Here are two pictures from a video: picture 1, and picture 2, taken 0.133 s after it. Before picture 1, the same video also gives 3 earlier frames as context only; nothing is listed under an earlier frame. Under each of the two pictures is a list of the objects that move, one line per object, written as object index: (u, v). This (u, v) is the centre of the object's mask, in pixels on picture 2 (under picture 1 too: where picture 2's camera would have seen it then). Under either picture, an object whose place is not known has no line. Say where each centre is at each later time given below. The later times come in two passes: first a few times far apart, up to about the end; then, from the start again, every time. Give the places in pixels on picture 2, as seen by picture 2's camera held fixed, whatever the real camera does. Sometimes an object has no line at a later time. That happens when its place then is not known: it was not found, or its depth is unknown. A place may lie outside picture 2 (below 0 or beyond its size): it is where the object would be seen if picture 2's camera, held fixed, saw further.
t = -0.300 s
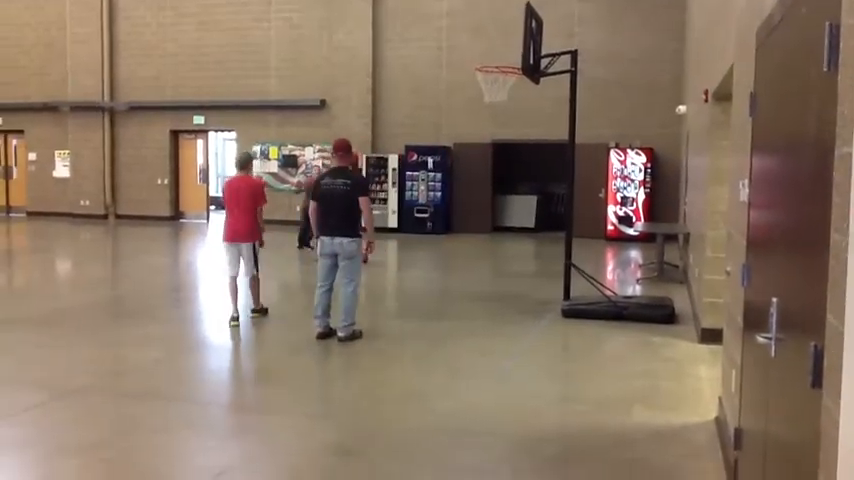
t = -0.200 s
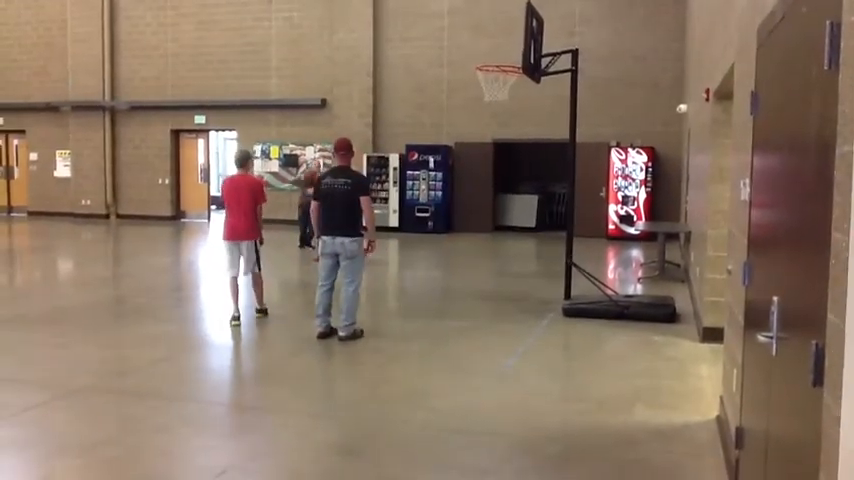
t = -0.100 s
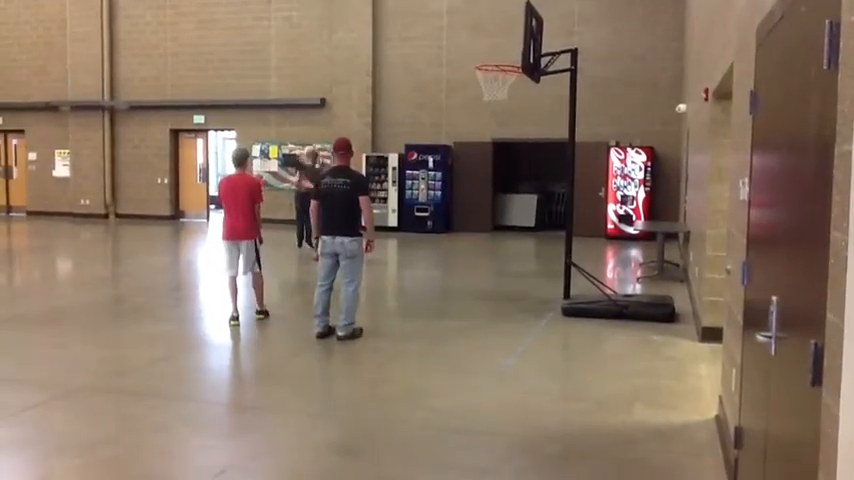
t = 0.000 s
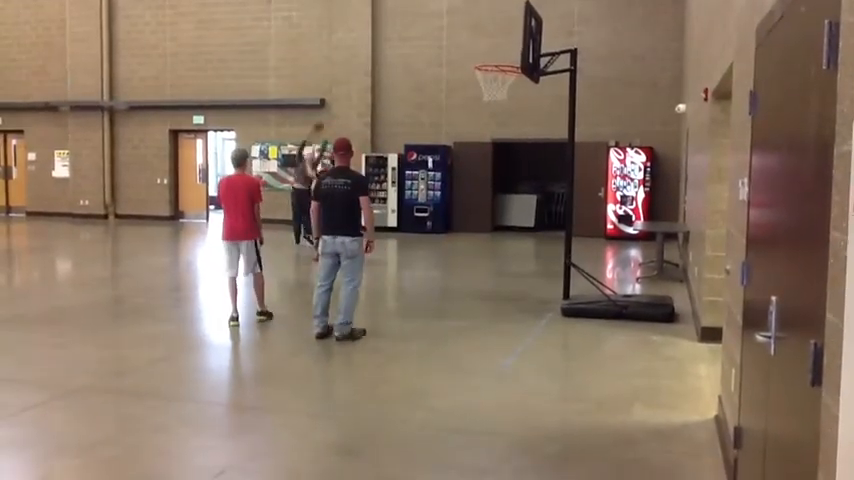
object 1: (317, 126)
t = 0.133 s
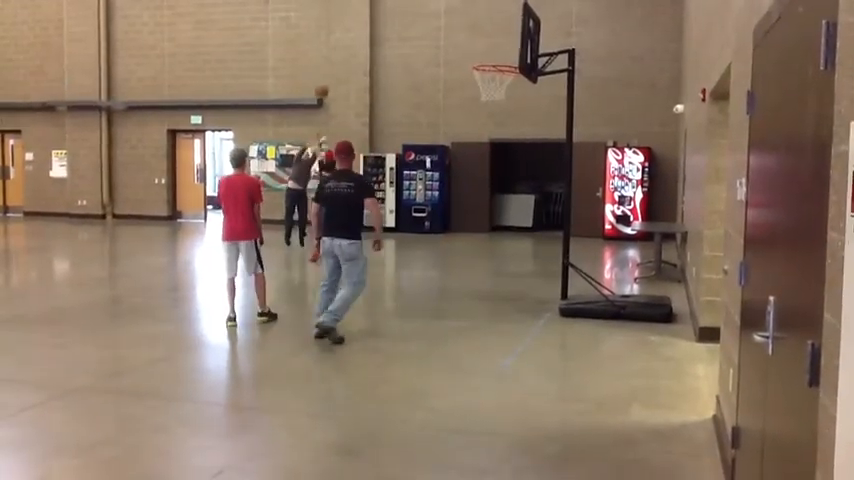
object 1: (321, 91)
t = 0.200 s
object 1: (325, 77)
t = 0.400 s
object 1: (335, 48)
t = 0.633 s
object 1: (349, 42)
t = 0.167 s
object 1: (323, 84)
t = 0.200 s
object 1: (325, 77)
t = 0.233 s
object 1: (326, 71)
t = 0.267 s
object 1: (328, 65)
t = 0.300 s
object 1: (330, 60)
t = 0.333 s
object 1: (331, 55)
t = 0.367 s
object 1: (333, 51)
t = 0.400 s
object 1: (335, 48)
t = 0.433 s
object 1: (337, 45)
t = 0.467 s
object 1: (339, 43)
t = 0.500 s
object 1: (341, 41)
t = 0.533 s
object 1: (343, 41)
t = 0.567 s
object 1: (345, 40)
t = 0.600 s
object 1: (347, 41)
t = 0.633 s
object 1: (349, 42)
